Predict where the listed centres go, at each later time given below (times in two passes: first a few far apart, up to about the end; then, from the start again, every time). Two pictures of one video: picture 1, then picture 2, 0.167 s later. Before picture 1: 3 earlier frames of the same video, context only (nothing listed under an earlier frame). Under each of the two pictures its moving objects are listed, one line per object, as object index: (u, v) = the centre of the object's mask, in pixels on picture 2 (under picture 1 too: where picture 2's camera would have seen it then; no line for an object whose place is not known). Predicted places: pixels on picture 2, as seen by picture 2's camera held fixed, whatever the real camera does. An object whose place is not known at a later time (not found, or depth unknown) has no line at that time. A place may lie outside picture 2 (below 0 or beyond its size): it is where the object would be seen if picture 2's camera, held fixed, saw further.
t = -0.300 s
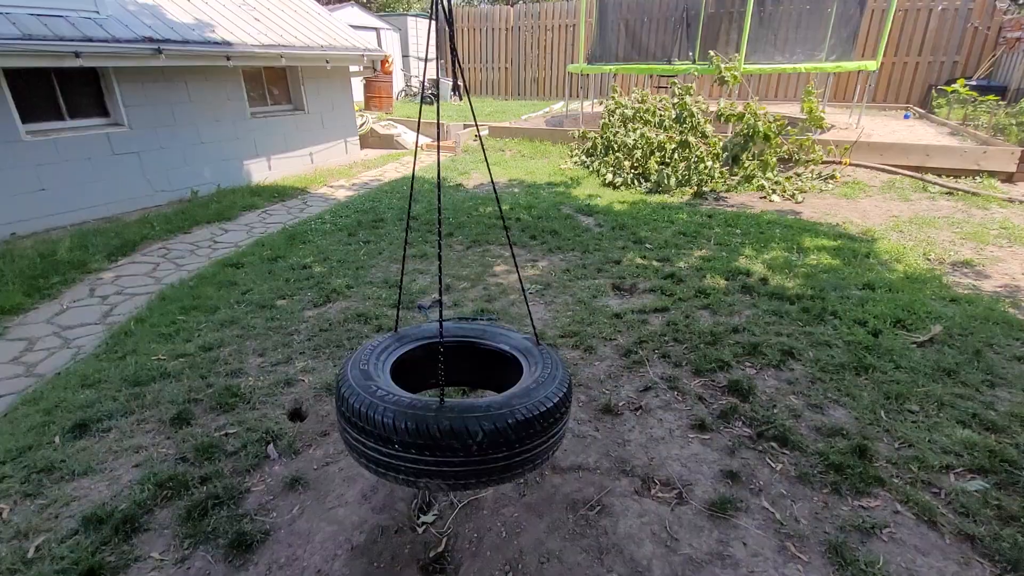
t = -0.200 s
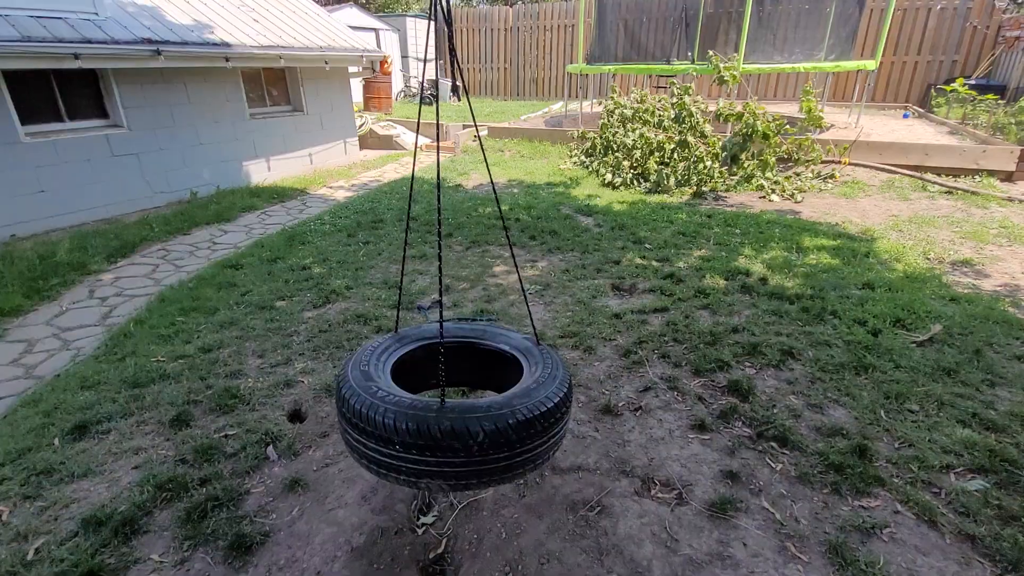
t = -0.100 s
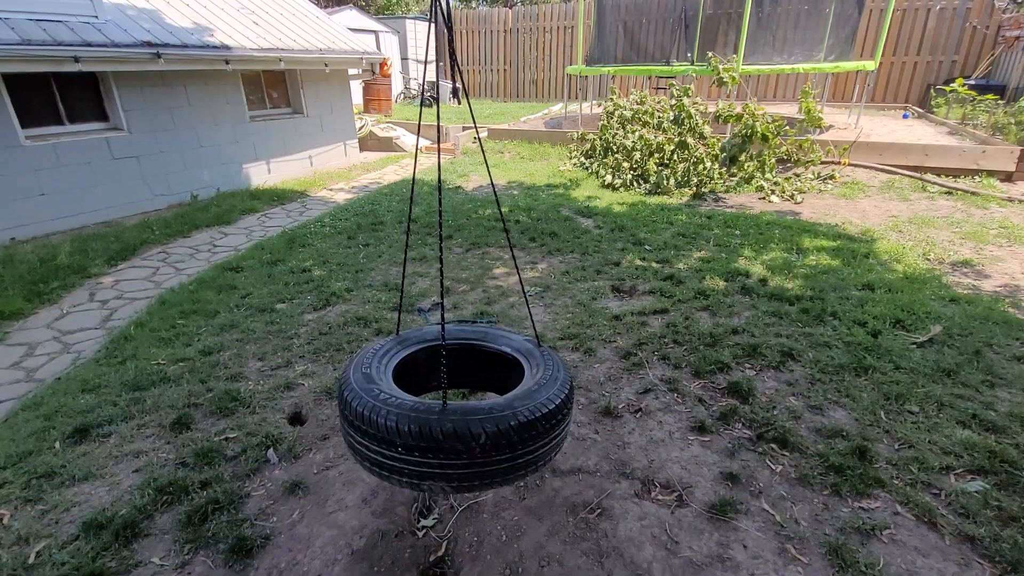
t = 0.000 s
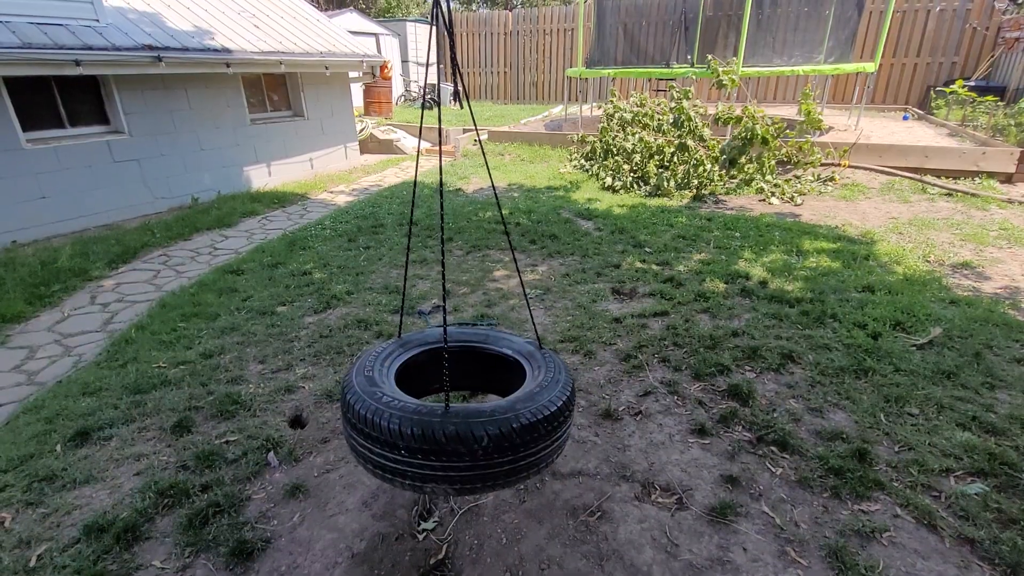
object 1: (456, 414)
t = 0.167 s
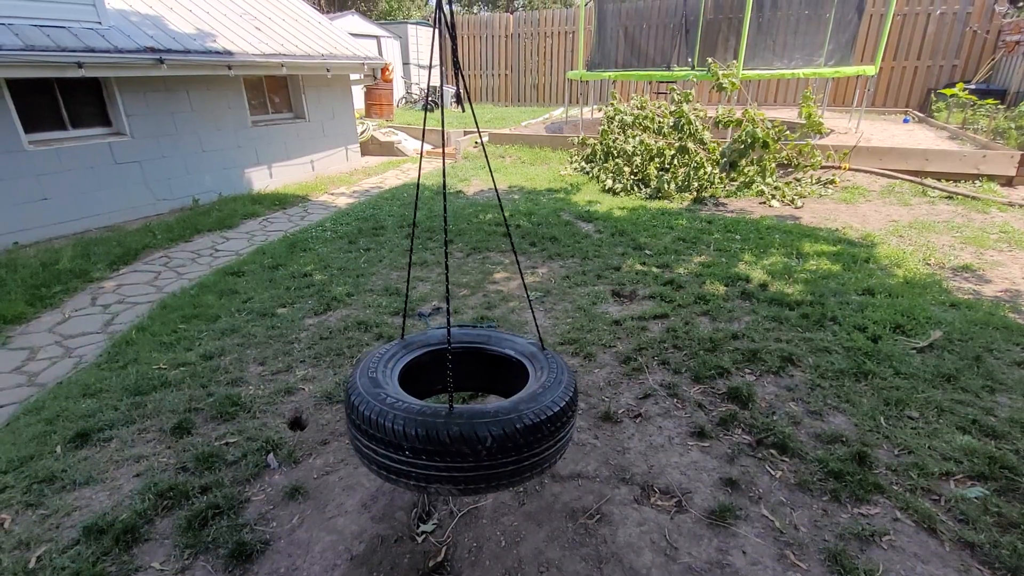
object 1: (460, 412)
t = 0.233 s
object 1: (462, 411)
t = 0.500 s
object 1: (469, 409)
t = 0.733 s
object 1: (474, 407)
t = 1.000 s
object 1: (477, 407)
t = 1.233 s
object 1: (477, 408)
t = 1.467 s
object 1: (475, 410)
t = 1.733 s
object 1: (469, 413)
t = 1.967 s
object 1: (464, 416)
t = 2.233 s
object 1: (458, 418)
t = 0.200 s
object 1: (461, 412)
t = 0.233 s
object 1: (462, 411)
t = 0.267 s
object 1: (463, 411)
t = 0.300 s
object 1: (464, 411)
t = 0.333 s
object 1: (465, 410)
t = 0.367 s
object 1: (466, 410)
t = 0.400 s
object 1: (466, 409)
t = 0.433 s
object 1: (467, 409)
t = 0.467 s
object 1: (468, 409)
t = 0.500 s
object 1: (469, 409)
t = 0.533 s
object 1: (470, 409)
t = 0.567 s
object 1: (471, 408)
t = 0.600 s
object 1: (471, 408)
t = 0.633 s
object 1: (472, 408)
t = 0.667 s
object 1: (473, 407)
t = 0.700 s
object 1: (473, 407)
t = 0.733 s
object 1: (474, 407)
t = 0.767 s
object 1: (475, 407)
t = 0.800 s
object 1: (475, 407)
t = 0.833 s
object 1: (475, 407)
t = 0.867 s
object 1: (476, 407)
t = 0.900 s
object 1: (476, 407)
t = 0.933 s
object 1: (476, 407)
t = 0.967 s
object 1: (477, 407)
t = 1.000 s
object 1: (477, 407)
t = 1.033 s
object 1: (477, 407)
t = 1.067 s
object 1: (477, 407)
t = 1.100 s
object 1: (477, 407)
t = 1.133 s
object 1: (477, 407)
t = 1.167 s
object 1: (477, 407)
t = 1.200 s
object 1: (477, 407)
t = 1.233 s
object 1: (477, 408)
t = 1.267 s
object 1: (477, 408)
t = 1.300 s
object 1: (476, 408)
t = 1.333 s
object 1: (476, 409)
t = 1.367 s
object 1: (476, 409)
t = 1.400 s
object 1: (475, 409)
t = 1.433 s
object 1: (475, 410)
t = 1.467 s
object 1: (475, 410)
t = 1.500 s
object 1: (474, 410)
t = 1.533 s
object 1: (473, 411)
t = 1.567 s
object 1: (473, 411)
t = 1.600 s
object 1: (472, 412)
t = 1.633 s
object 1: (471, 412)
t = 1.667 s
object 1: (470, 412)
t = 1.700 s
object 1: (470, 413)
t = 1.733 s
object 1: (469, 413)
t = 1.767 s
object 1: (468, 413)
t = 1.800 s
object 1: (468, 414)
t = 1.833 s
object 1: (467, 414)
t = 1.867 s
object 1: (466, 415)
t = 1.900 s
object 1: (465, 415)
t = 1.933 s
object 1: (465, 415)
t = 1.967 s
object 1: (464, 416)
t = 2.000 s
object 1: (463, 416)
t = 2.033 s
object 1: (462, 416)
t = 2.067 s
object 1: (462, 417)
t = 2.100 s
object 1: (461, 417)
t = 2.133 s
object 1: (460, 417)
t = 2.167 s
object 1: (460, 417)
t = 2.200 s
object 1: (459, 418)
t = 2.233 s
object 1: (458, 418)
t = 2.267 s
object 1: (458, 418)
